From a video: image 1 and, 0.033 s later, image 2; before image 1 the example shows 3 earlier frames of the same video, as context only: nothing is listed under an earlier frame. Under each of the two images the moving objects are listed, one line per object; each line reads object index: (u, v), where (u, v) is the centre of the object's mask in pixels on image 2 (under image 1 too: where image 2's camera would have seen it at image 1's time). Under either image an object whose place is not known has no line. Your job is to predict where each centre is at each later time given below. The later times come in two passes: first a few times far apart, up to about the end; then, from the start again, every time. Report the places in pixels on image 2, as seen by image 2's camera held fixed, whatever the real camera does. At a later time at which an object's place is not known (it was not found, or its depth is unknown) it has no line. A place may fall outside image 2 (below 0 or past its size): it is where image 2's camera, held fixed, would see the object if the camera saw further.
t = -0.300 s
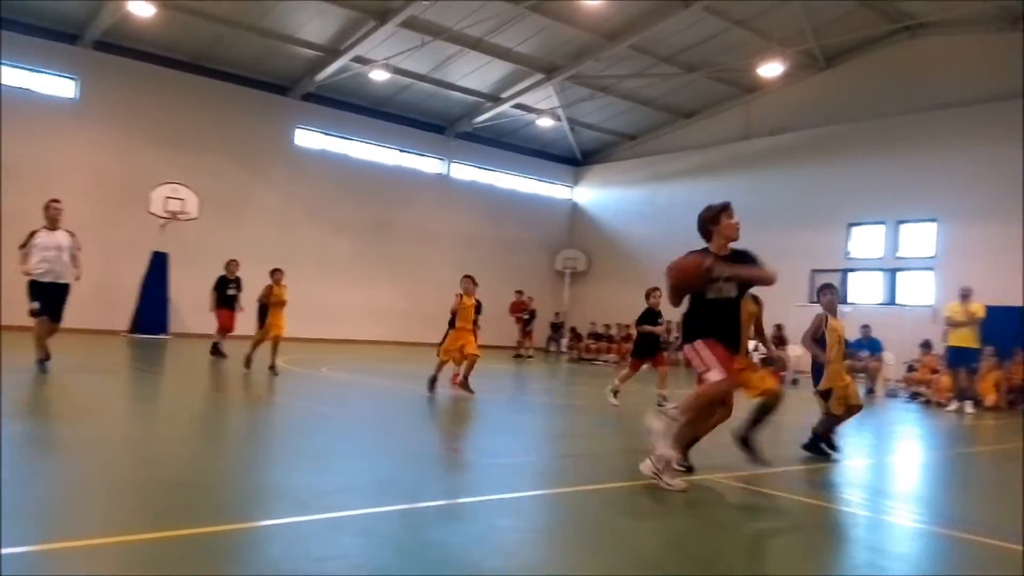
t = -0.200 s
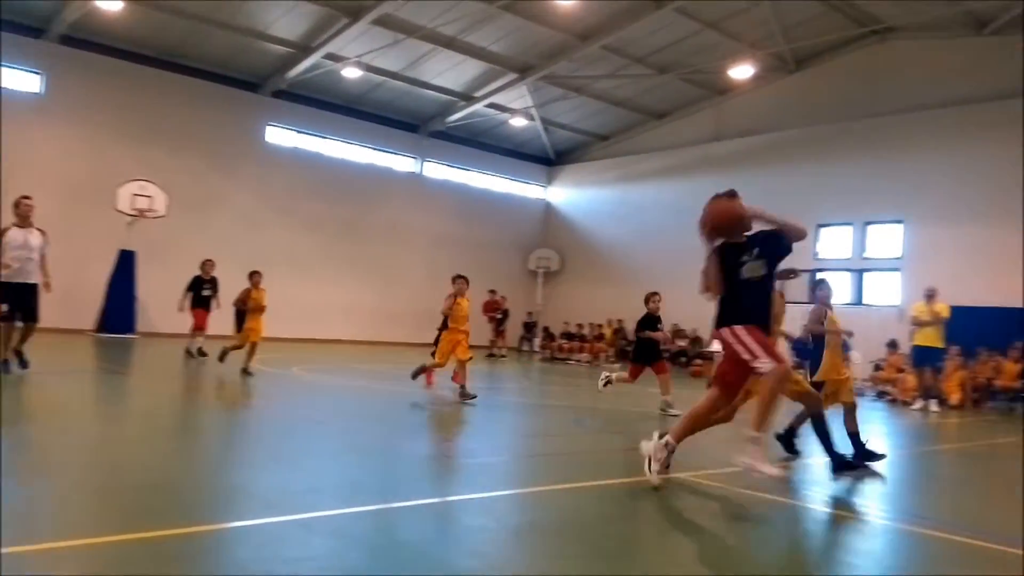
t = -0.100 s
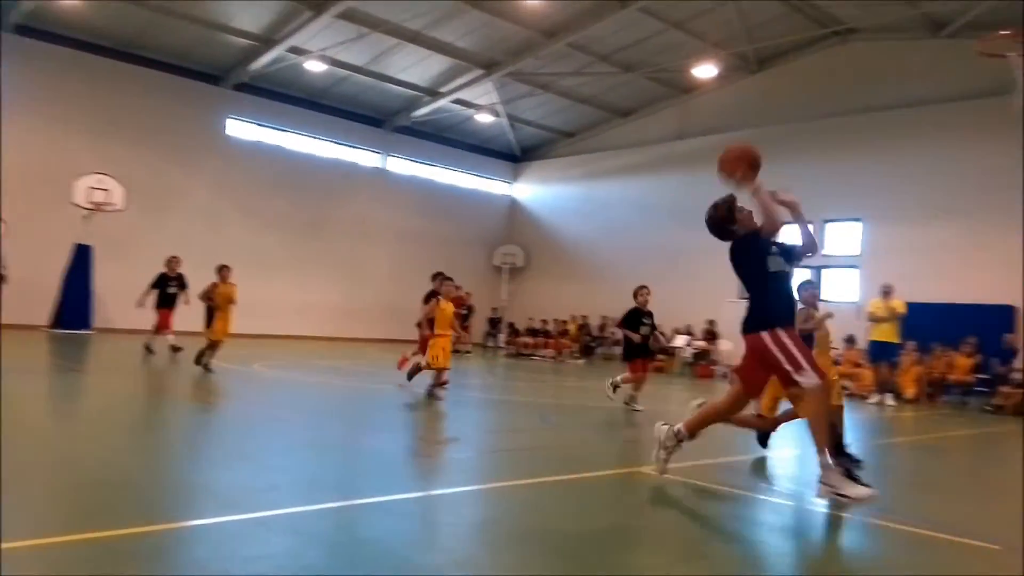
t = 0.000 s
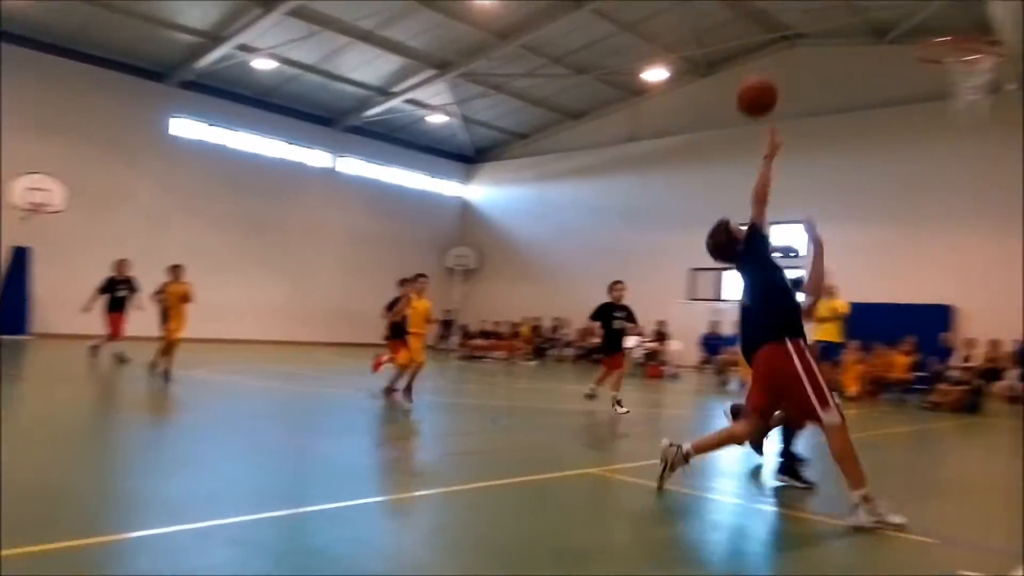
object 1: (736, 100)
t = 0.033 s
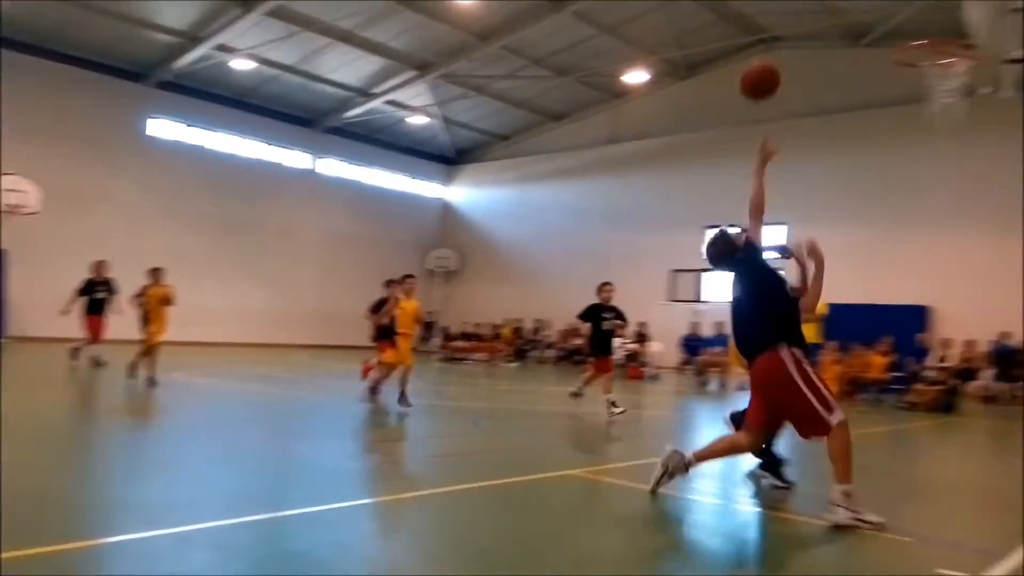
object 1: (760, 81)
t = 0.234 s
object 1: (891, 5)
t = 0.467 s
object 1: (936, 15)
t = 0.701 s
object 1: (903, 111)
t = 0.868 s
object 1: (885, 210)
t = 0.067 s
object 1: (783, 62)
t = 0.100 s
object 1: (806, 46)
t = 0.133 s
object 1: (827, 33)
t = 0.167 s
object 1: (849, 22)
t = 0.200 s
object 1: (870, 13)
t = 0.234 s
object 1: (891, 5)
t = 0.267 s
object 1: (911, -2)
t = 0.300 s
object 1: (929, -5)
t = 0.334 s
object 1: (943, -6)
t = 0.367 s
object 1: (944, -3)
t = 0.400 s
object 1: (942, 1)
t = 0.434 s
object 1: (938, 9)
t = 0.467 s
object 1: (936, 15)
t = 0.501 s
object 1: (932, 24)
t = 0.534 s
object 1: (925, 35)
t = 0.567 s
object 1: (923, 48)
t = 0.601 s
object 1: (918, 63)
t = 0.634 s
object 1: (912, 77)
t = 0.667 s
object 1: (908, 92)
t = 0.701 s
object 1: (903, 111)
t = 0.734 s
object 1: (901, 128)
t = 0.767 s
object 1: (897, 147)
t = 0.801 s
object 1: (893, 167)
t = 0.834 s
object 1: (890, 187)
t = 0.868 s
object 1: (885, 210)
